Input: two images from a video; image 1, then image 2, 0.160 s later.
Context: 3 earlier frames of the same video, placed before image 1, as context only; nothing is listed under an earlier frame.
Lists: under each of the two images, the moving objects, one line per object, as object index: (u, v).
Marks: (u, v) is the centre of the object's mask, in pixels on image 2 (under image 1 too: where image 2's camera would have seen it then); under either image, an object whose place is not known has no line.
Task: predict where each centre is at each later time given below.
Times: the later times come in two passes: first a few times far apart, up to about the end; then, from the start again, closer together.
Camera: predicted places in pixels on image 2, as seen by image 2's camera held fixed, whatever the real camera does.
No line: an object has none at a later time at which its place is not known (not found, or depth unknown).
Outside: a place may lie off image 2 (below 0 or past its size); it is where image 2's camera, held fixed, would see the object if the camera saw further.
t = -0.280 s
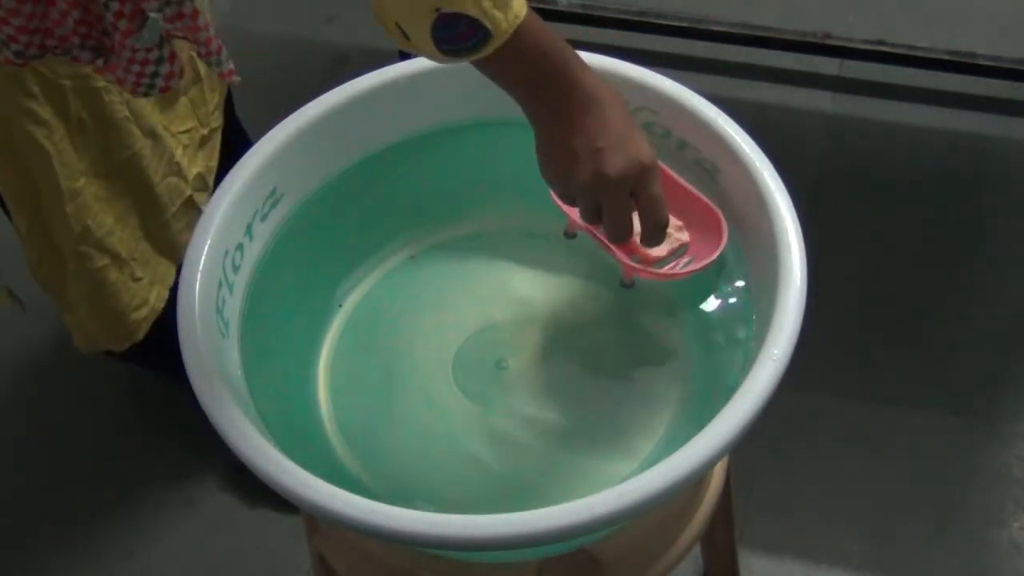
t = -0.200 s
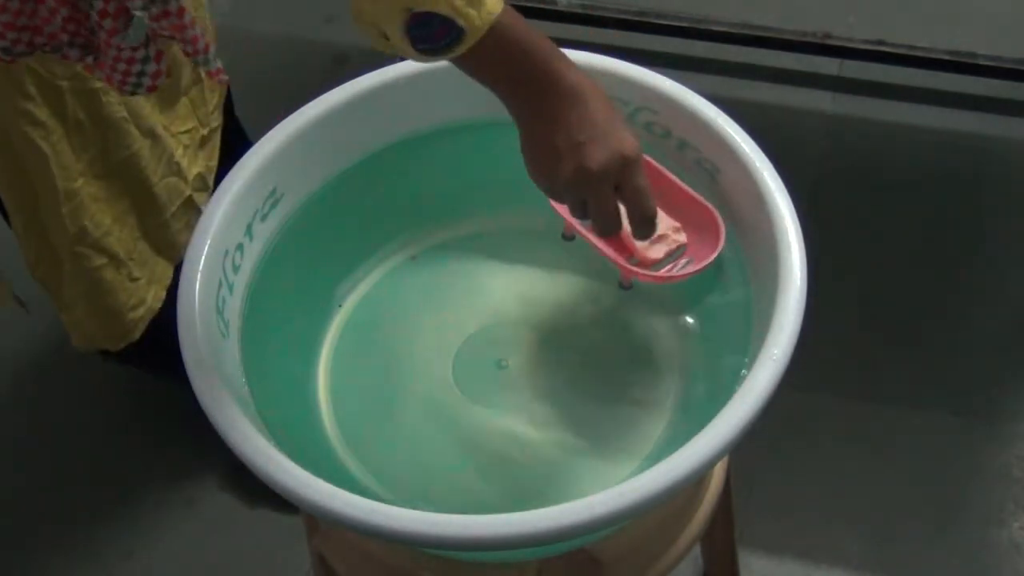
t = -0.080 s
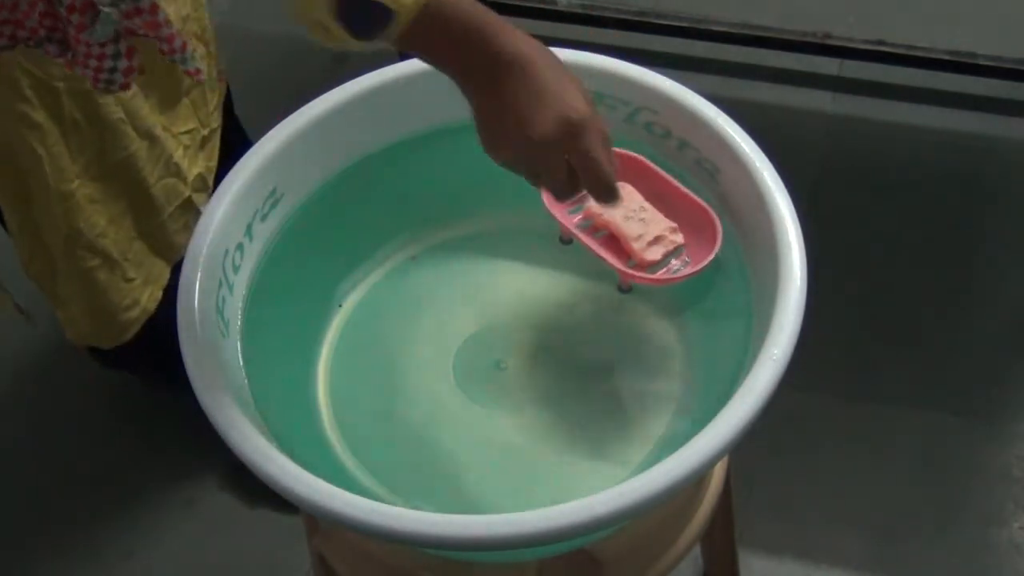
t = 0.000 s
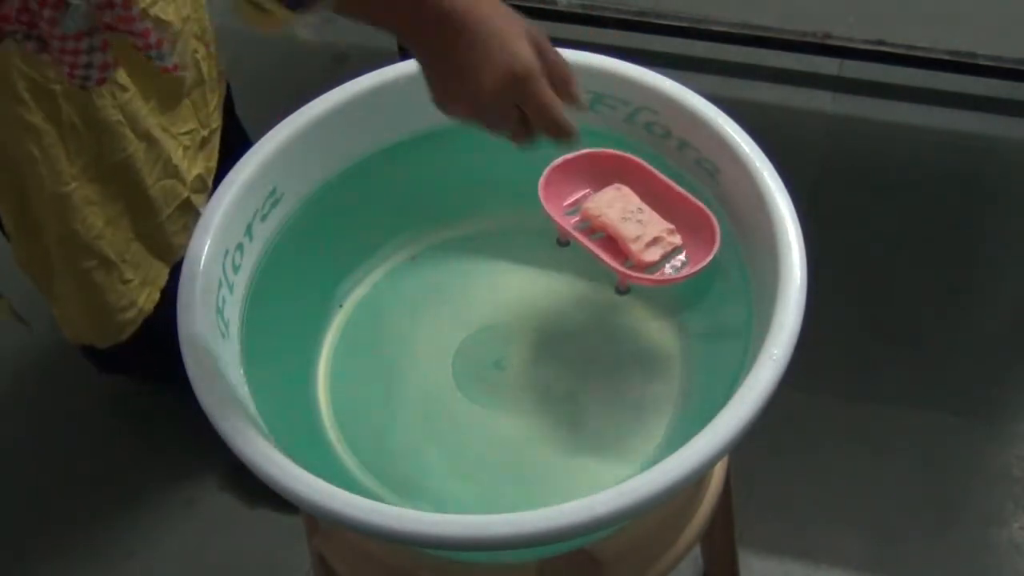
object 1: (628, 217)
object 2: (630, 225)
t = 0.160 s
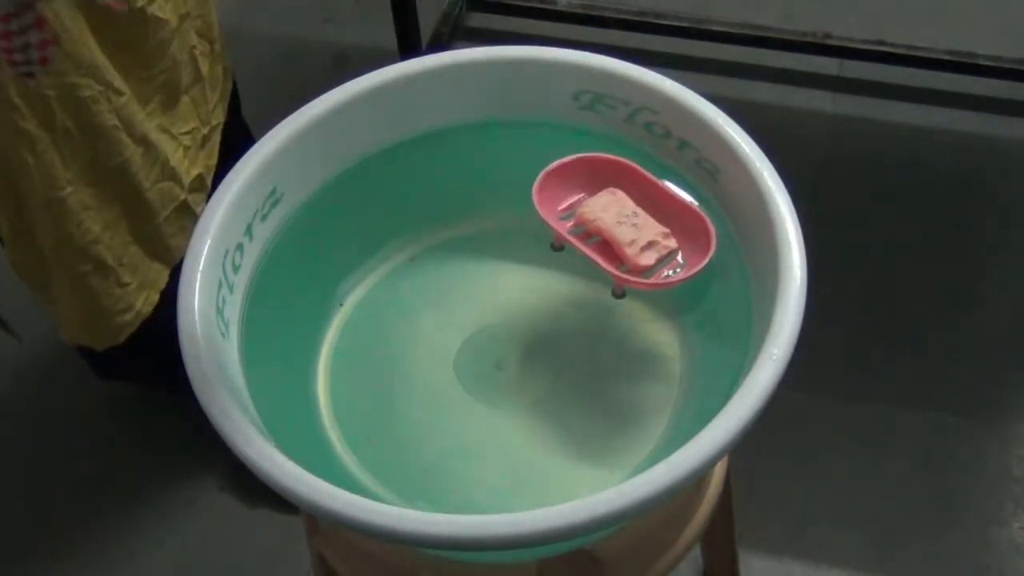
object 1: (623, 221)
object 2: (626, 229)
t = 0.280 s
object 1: (620, 223)
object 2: (622, 231)
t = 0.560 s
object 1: (614, 227)
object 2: (616, 234)
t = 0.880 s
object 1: (606, 234)
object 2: (608, 241)
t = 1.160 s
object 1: (600, 238)
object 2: (602, 244)
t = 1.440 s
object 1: (595, 242)
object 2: (597, 248)
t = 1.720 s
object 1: (589, 246)
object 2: (591, 252)
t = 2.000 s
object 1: (584, 250)
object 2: (586, 255)
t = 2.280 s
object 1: (580, 254)
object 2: (582, 260)
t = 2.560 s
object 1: (575, 258)
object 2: (576, 263)
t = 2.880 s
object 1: (571, 260)
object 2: (572, 266)
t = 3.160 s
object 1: (566, 264)
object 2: (566, 270)
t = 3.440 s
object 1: (562, 267)
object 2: (563, 272)
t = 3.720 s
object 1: (558, 270)
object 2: (558, 276)
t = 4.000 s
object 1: (554, 273)
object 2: (554, 279)
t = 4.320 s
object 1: (551, 275)
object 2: (551, 280)
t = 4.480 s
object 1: (548, 278)
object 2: (549, 283)
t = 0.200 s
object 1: (622, 222)
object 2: (624, 229)
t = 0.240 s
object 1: (621, 223)
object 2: (624, 230)
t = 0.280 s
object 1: (620, 223)
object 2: (622, 231)
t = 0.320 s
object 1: (619, 224)
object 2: (621, 231)
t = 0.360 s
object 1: (618, 225)
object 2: (620, 232)
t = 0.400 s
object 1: (617, 225)
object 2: (619, 232)
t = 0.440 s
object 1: (616, 226)
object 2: (618, 233)
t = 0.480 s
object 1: (615, 226)
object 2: (617, 233)
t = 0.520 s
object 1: (615, 227)
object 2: (616, 234)
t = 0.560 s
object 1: (614, 227)
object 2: (616, 234)
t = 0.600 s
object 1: (613, 228)
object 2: (615, 234)
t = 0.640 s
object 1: (612, 228)
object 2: (614, 235)
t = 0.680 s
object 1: (611, 229)
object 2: (613, 236)
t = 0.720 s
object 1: (610, 230)
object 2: (612, 237)
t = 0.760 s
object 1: (609, 231)
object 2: (611, 237)
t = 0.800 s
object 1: (608, 232)
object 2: (610, 239)
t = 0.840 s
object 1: (607, 233)
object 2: (609, 240)
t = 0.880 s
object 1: (606, 234)
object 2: (608, 241)
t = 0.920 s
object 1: (605, 235)
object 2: (607, 242)
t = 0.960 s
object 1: (604, 236)
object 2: (606, 242)
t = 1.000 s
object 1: (603, 236)
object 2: (605, 243)
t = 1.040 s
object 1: (602, 237)
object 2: (604, 243)
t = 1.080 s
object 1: (601, 237)
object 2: (603, 243)
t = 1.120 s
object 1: (601, 238)
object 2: (602, 244)
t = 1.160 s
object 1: (600, 238)
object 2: (602, 244)
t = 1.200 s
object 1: (600, 238)
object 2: (602, 244)
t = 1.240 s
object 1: (599, 238)
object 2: (601, 244)
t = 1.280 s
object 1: (598, 239)
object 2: (601, 245)
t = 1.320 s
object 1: (598, 239)
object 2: (600, 245)
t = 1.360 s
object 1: (597, 240)
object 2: (599, 246)
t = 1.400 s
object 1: (596, 241)
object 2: (598, 247)
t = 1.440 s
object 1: (595, 242)
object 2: (597, 248)
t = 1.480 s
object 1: (594, 243)
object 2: (596, 249)
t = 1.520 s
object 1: (593, 244)
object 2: (595, 250)
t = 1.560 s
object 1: (592, 245)
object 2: (594, 250)
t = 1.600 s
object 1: (591, 245)
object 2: (593, 251)
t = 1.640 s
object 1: (590, 246)
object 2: (592, 252)
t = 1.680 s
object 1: (590, 246)
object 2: (591, 252)
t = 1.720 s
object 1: (589, 246)
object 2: (591, 252)
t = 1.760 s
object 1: (589, 247)
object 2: (590, 253)
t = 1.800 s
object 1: (588, 248)
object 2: (590, 253)
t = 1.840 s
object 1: (587, 248)
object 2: (589, 254)
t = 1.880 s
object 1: (587, 249)
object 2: (589, 254)
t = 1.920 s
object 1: (586, 249)
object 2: (588, 255)
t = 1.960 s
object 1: (585, 250)
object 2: (587, 255)
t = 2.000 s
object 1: (584, 250)
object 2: (586, 255)
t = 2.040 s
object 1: (584, 250)
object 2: (585, 256)
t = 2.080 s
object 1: (583, 250)
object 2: (585, 256)
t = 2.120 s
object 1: (583, 251)
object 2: (584, 257)
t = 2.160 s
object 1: (582, 251)
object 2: (584, 257)
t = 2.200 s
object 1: (581, 252)
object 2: (583, 258)
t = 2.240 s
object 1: (581, 253)
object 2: (583, 259)
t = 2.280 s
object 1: (580, 254)
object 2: (582, 260)
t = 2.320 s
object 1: (580, 255)
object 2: (581, 260)
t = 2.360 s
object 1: (579, 255)
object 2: (580, 261)
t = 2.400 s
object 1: (577, 256)
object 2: (579, 262)
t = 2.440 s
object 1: (576, 256)
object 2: (578, 262)
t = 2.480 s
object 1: (576, 257)
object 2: (577, 262)
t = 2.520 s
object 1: (575, 257)
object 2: (577, 263)
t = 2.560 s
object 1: (575, 258)
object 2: (576, 263)
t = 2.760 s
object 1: (573, 259)
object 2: (575, 264)
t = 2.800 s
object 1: (572, 259)
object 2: (574, 265)
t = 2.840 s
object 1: (572, 259)
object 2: (573, 265)
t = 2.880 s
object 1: (571, 260)
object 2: (572, 266)
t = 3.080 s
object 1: (567, 264)
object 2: (568, 269)
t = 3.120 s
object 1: (566, 264)
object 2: (567, 269)
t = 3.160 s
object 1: (566, 264)
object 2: (566, 270)
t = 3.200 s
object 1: (565, 265)
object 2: (565, 271)
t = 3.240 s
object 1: (565, 265)
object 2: (565, 271)
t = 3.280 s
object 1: (564, 266)
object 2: (565, 272)
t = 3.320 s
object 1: (564, 266)
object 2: (564, 272)
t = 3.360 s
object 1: (563, 266)
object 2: (563, 272)
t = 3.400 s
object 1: (563, 266)
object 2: (563, 272)
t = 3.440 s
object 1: (562, 267)
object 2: (563, 272)
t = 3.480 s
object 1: (562, 267)
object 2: (562, 272)
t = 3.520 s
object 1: (562, 267)
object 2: (561, 273)
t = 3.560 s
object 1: (561, 268)
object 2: (561, 273)
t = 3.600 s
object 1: (560, 268)
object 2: (560, 274)
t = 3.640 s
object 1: (560, 269)
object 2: (560, 275)
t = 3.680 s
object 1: (559, 269)
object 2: (559, 275)
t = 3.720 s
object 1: (558, 270)
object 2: (558, 276)
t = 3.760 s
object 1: (558, 271)
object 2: (558, 276)
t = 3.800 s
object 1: (557, 271)
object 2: (557, 276)
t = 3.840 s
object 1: (556, 271)
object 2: (556, 277)
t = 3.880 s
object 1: (556, 272)
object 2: (555, 277)
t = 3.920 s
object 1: (555, 272)
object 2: (555, 278)
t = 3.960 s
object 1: (554, 273)
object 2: (554, 278)
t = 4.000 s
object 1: (554, 273)
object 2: (554, 279)
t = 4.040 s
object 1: (553, 274)
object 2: (553, 279)
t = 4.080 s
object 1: (553, 274)
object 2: (553, 280)
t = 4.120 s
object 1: (553, 274)
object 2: (553, 280)
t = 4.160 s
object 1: (552, 275)
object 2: (552, 280)
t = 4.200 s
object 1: (552, 275)
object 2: (552, 280)
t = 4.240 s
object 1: (552, 275)
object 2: (552, 280)
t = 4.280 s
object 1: (551, 275)
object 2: (551, 280)
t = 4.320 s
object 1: (551, 275)
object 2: (551, 280)
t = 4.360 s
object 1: (550, 275)
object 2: (551, 281)
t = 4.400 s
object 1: (550, 276)
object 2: (550, 281)
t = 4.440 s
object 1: (549, 277)
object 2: (549, 282)
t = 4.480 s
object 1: (548, 278)
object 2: (549, 283)
